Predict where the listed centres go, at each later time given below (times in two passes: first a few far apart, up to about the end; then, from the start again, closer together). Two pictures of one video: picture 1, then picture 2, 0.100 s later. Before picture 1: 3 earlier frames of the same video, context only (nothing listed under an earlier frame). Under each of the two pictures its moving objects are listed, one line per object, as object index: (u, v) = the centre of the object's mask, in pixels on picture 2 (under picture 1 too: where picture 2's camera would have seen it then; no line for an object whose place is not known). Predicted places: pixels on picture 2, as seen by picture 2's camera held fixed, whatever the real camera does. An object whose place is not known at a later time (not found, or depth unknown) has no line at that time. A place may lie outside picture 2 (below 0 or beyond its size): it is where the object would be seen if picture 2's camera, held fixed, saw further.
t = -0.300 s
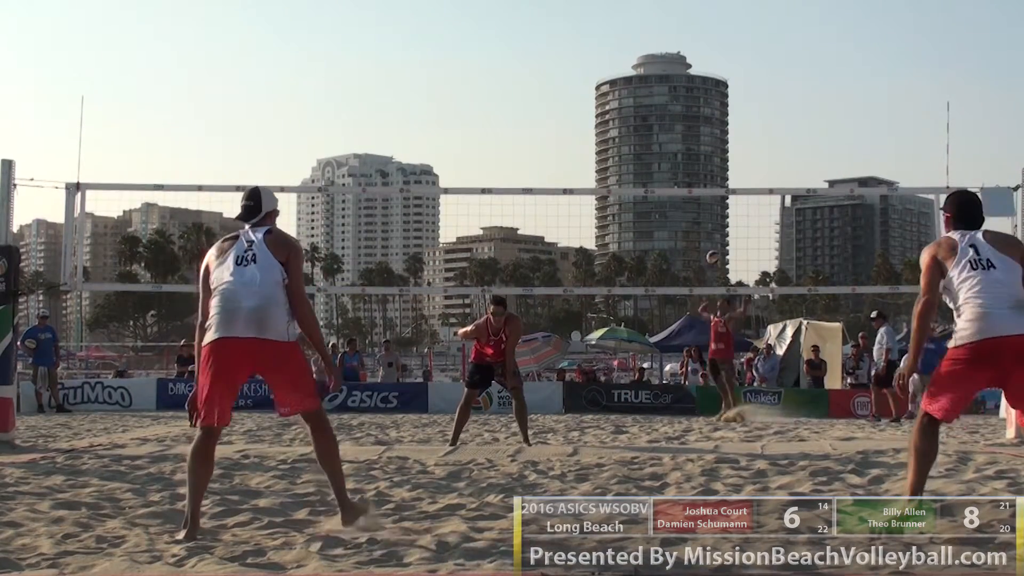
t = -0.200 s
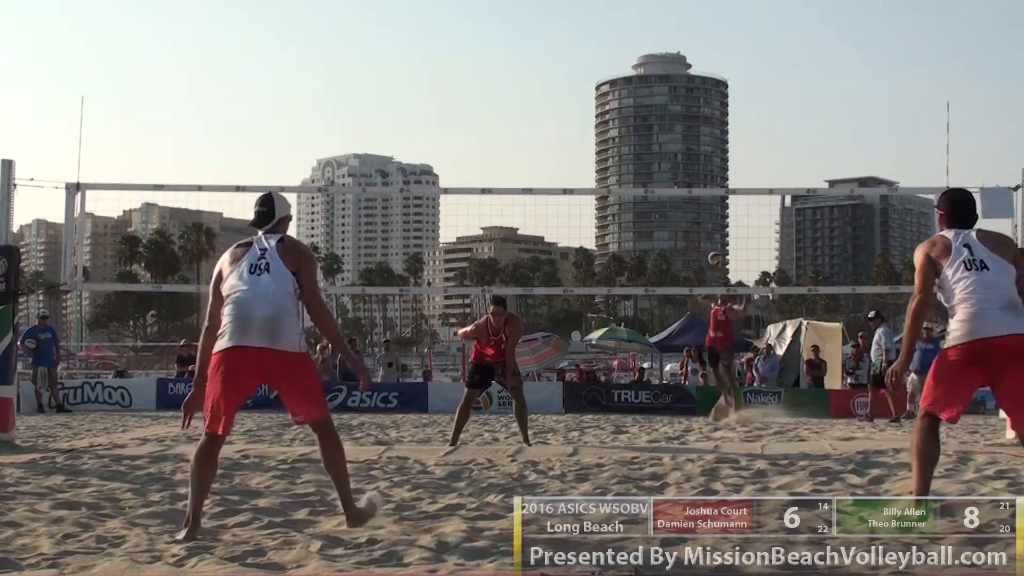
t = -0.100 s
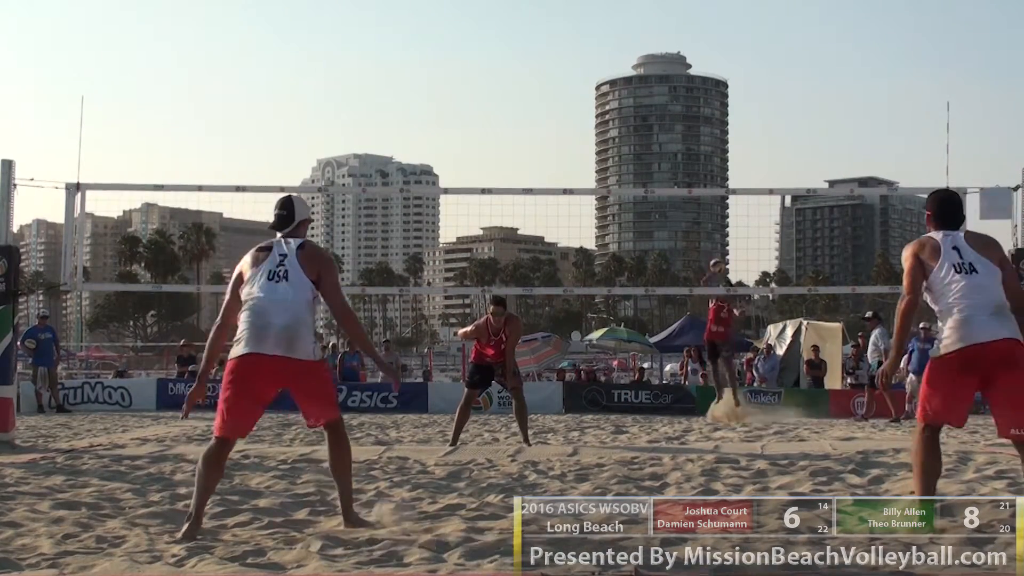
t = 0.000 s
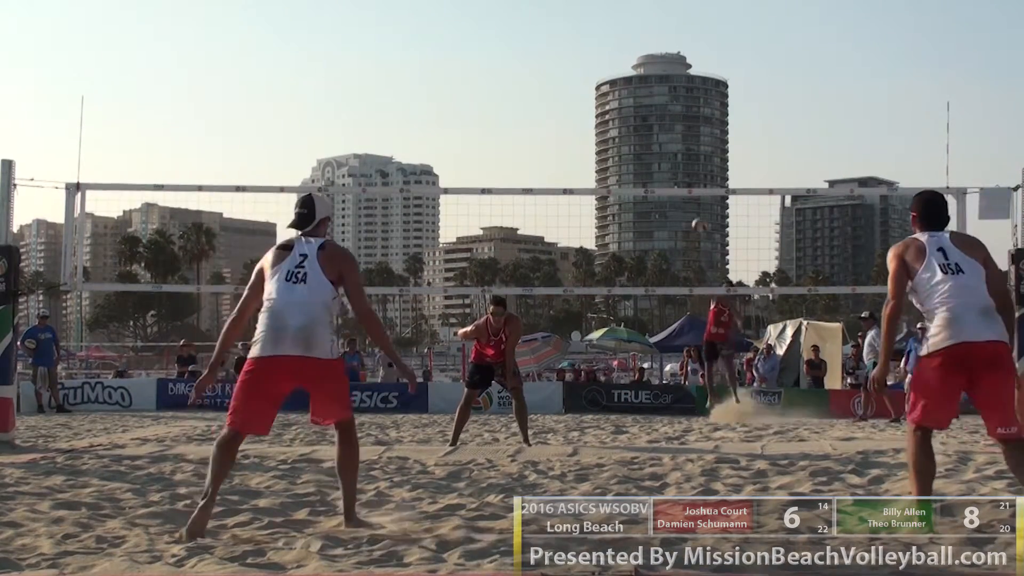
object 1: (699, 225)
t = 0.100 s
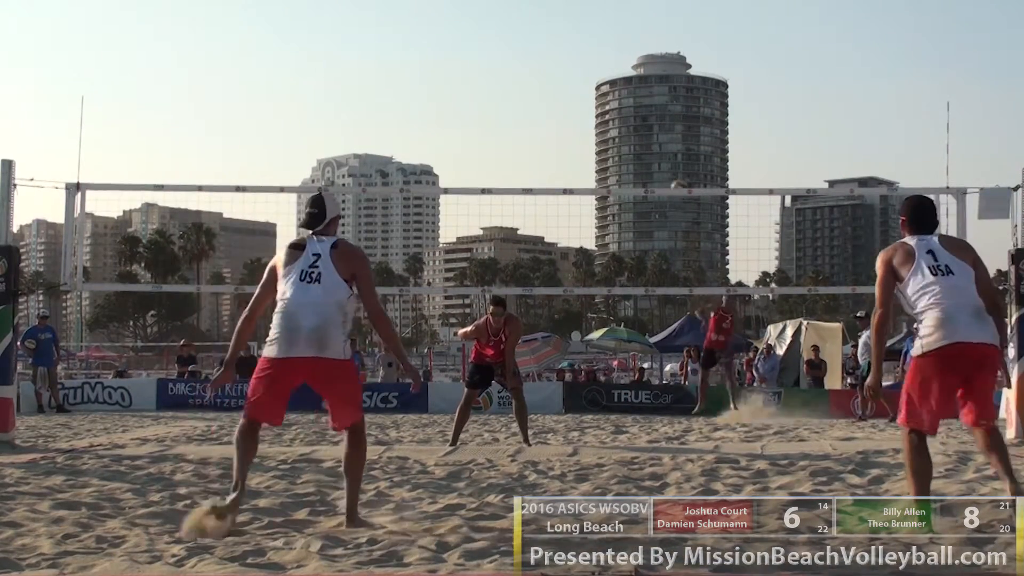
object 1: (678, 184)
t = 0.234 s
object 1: (645, 141)
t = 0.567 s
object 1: (533, 79)
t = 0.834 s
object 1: (409, 115)
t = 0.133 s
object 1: (672, 175)
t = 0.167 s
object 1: (664, 164)
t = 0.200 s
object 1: (655, 152)
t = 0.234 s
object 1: (645, 141)
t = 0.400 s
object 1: (595, 98)
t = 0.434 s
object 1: (585, 93)
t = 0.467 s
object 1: (573, 88)
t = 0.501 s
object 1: (560, 83)
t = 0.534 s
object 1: (547, 80)
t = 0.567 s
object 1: (533, 79)
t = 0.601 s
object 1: (519, 78)
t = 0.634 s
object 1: (504, 79)
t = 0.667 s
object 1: (490, 81)
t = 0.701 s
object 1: (474, 84)
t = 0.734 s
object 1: (459, 90)
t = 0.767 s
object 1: (442, 96)
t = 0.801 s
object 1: (426, 105)
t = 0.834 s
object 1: (409, 115)
